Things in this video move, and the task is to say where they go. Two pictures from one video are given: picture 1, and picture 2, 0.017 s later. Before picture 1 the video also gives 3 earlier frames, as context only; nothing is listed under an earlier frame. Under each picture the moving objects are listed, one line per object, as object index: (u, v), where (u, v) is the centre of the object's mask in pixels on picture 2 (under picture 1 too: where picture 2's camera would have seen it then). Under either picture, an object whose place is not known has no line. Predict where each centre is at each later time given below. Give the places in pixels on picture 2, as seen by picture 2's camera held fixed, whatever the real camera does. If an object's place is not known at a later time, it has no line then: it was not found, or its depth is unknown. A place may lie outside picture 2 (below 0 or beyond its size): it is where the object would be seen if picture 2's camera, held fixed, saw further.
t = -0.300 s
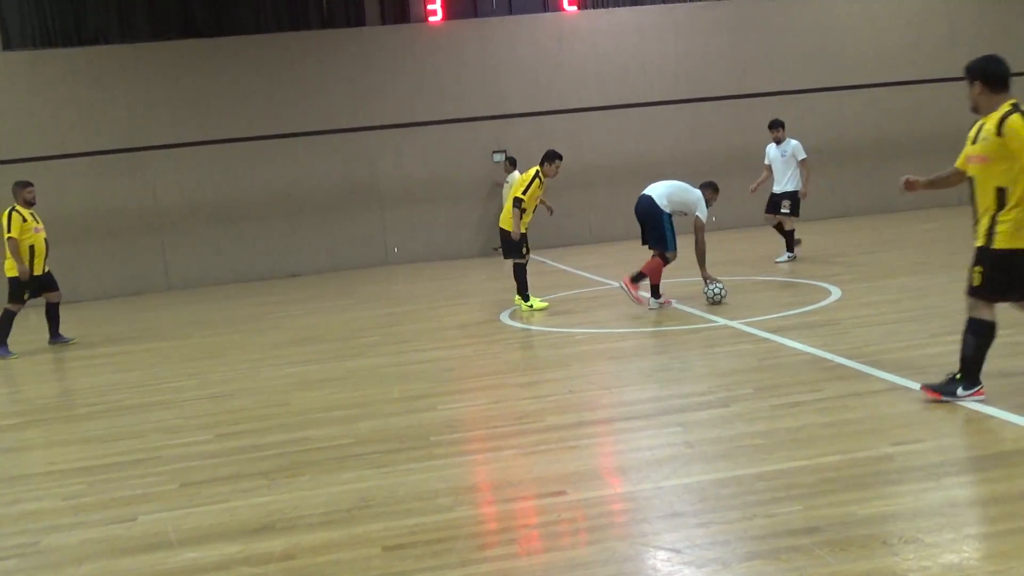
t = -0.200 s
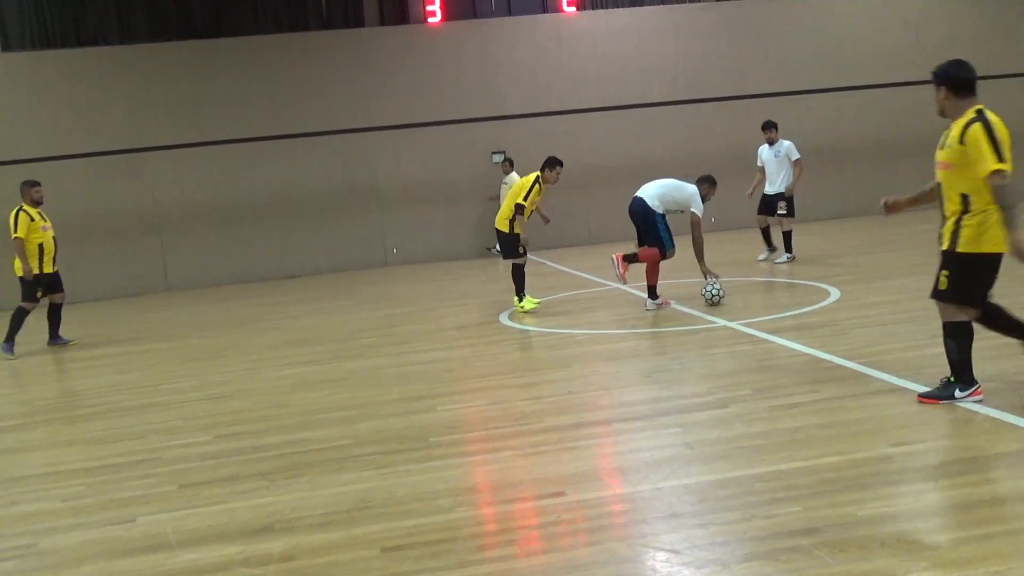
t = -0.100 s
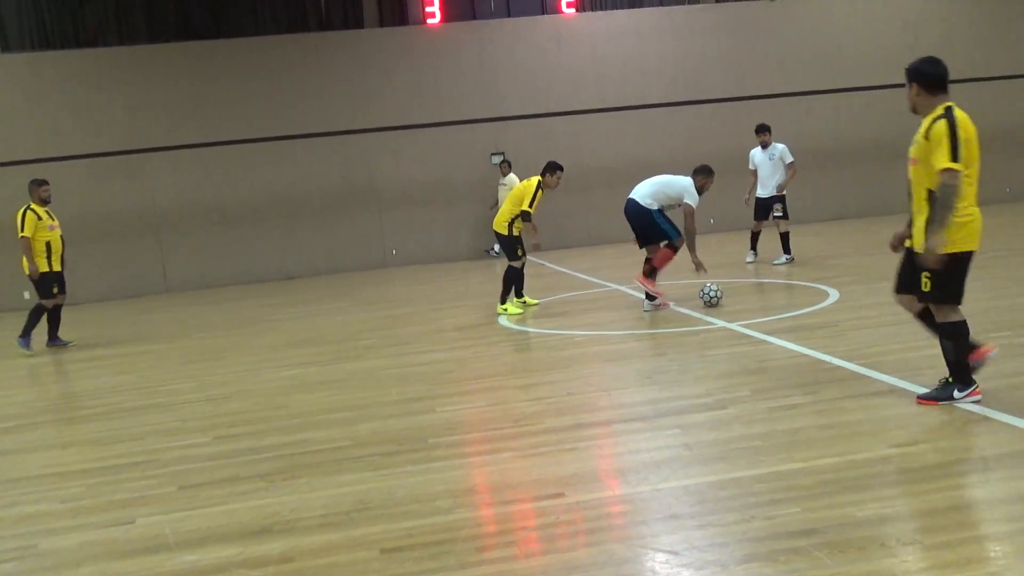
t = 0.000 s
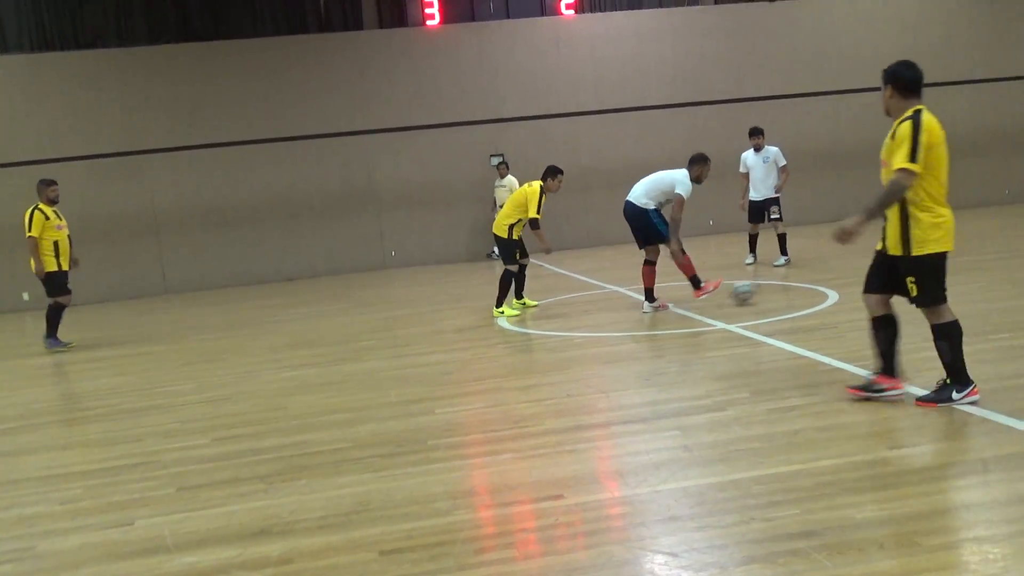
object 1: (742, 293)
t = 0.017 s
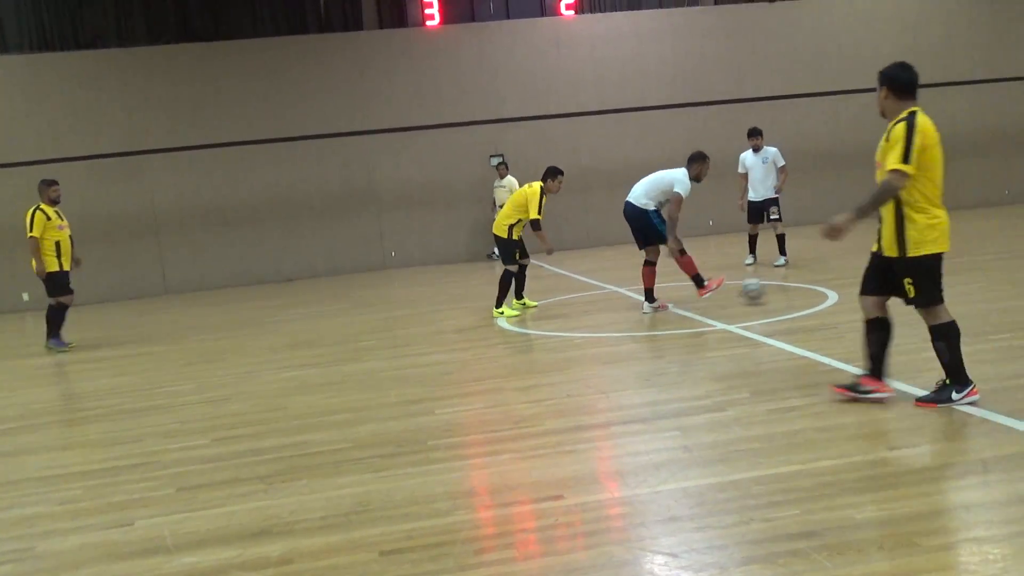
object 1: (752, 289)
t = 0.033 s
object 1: (763, 287)
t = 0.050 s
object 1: (775, 286)
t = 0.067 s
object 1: (785, 284)
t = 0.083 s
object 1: (795, 285)
